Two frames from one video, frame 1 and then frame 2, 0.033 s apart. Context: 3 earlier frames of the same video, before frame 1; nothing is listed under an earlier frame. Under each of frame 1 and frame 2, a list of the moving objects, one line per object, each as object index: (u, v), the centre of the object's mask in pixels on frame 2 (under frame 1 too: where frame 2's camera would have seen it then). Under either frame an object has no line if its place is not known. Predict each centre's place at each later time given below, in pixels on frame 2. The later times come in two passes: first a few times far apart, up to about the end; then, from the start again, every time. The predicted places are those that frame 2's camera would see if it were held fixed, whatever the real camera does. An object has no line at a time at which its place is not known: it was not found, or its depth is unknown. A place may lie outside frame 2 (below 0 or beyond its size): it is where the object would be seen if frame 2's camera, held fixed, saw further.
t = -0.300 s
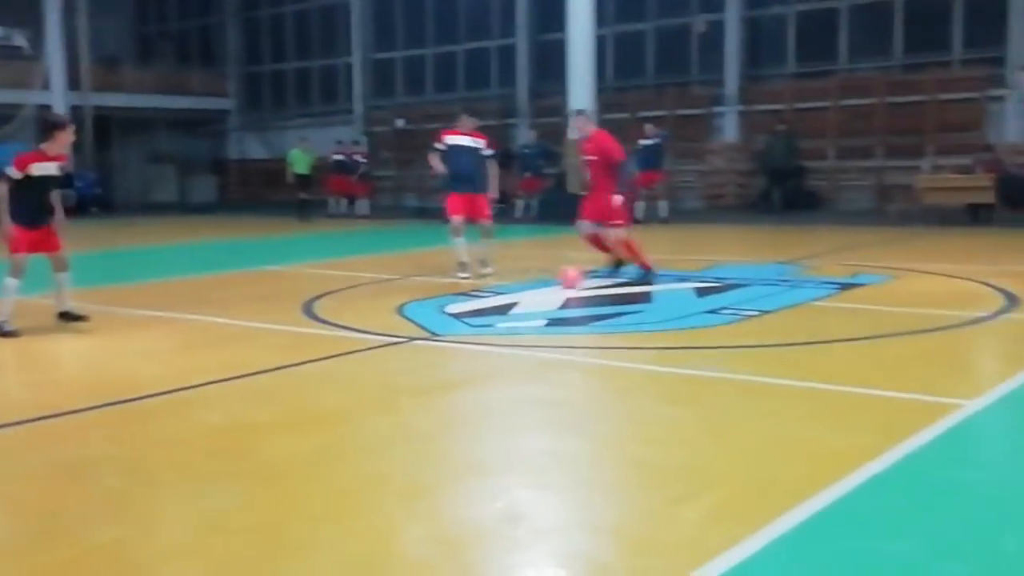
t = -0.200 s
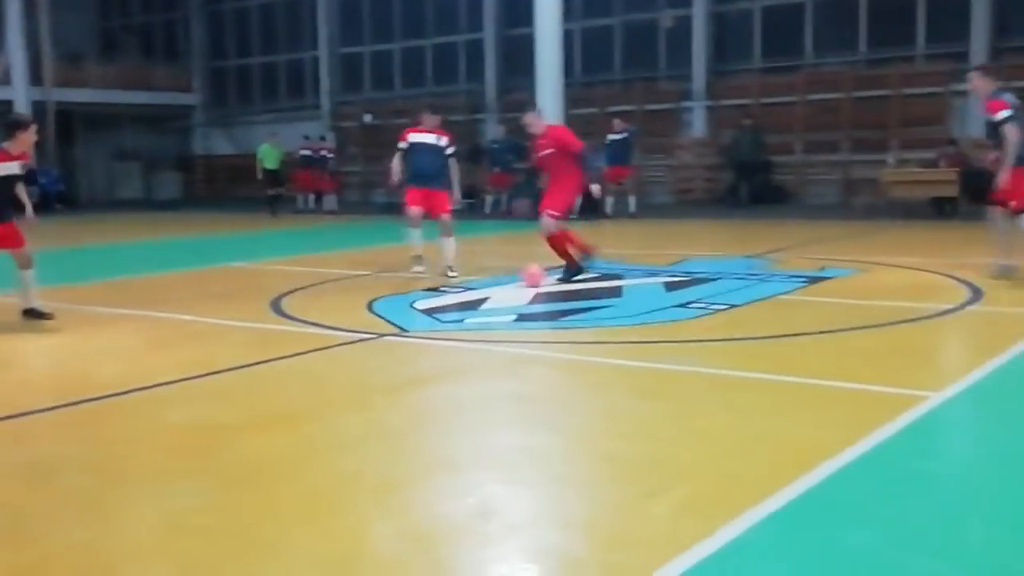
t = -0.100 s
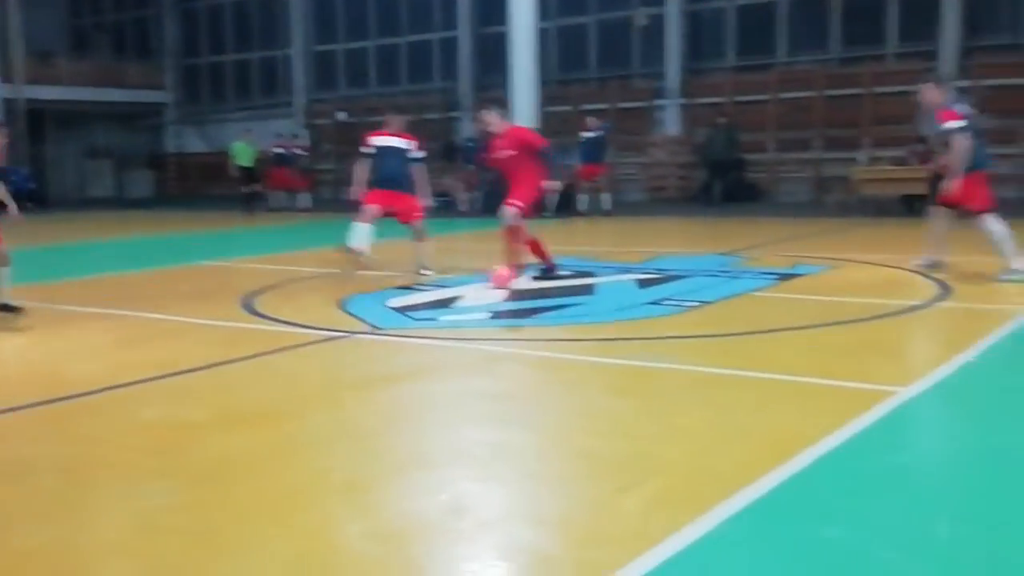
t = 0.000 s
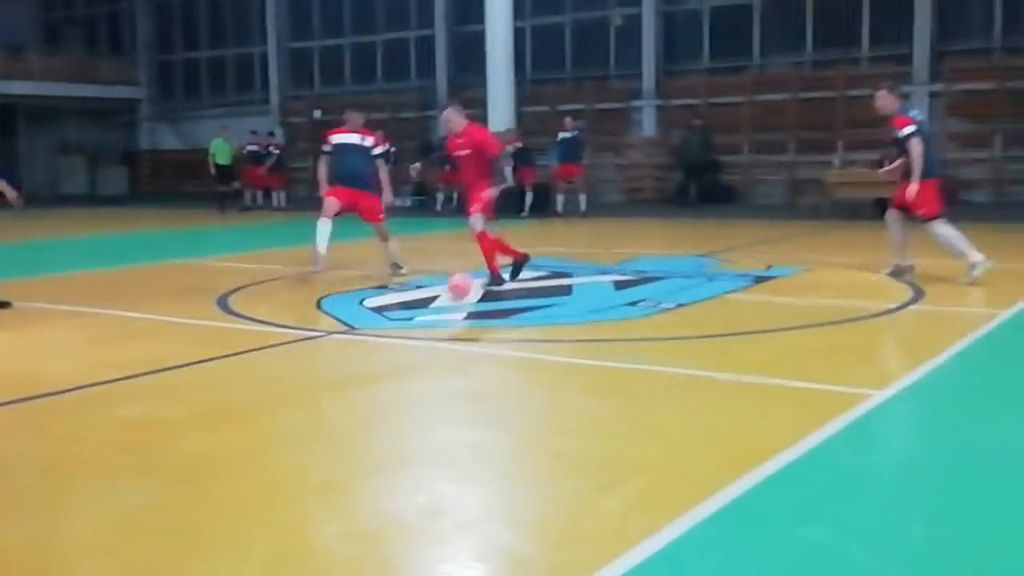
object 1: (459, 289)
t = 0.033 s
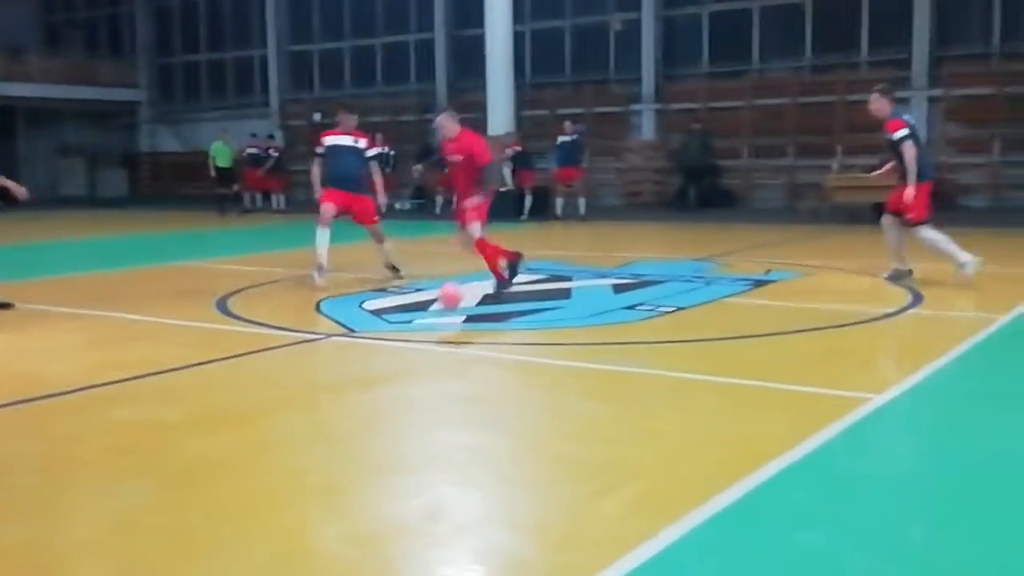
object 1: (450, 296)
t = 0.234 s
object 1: (399, 328)
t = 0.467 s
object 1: (325, 375)
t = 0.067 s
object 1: (442, 304)
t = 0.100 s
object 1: (433, 307)
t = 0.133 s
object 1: (425, 312)
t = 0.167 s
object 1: (417, 317)
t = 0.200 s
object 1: (408, 322)
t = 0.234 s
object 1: (399, 328)
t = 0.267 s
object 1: (389, 335)
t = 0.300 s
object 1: (380, 340)
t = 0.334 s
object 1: (369, 347)
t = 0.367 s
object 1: (359, 354)
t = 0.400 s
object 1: (348, 361)
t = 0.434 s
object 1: (338, 368)
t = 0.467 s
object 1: (325, 375)
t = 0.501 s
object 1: (313, 383)
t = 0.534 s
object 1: (301, 392)
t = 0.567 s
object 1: (288, 401)
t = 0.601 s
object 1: (272, 411)
